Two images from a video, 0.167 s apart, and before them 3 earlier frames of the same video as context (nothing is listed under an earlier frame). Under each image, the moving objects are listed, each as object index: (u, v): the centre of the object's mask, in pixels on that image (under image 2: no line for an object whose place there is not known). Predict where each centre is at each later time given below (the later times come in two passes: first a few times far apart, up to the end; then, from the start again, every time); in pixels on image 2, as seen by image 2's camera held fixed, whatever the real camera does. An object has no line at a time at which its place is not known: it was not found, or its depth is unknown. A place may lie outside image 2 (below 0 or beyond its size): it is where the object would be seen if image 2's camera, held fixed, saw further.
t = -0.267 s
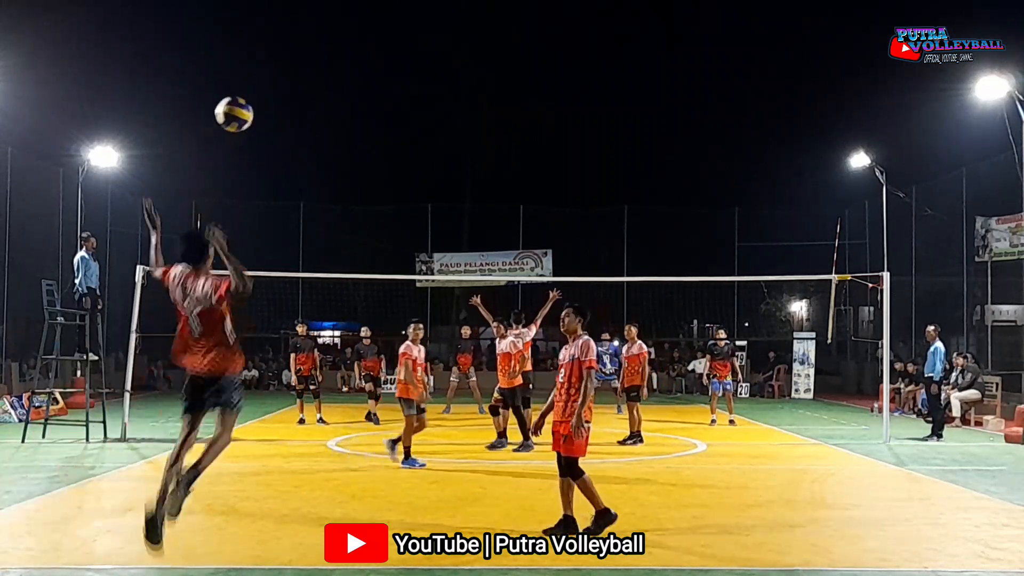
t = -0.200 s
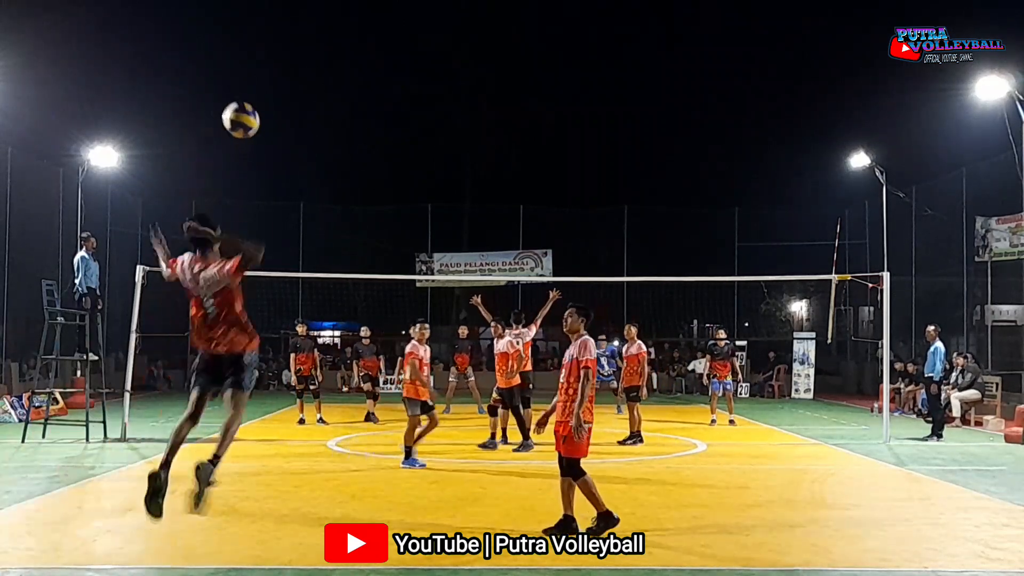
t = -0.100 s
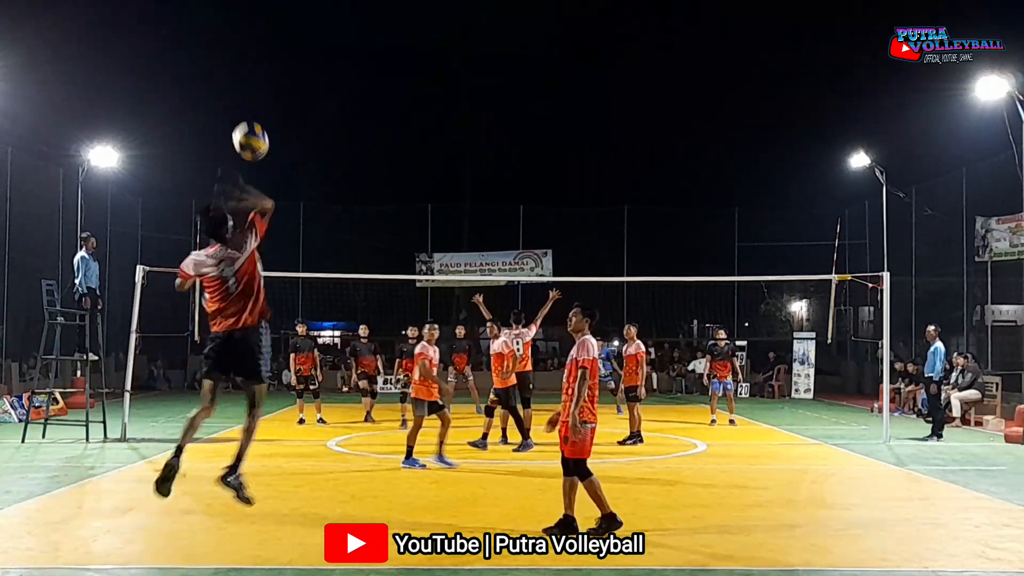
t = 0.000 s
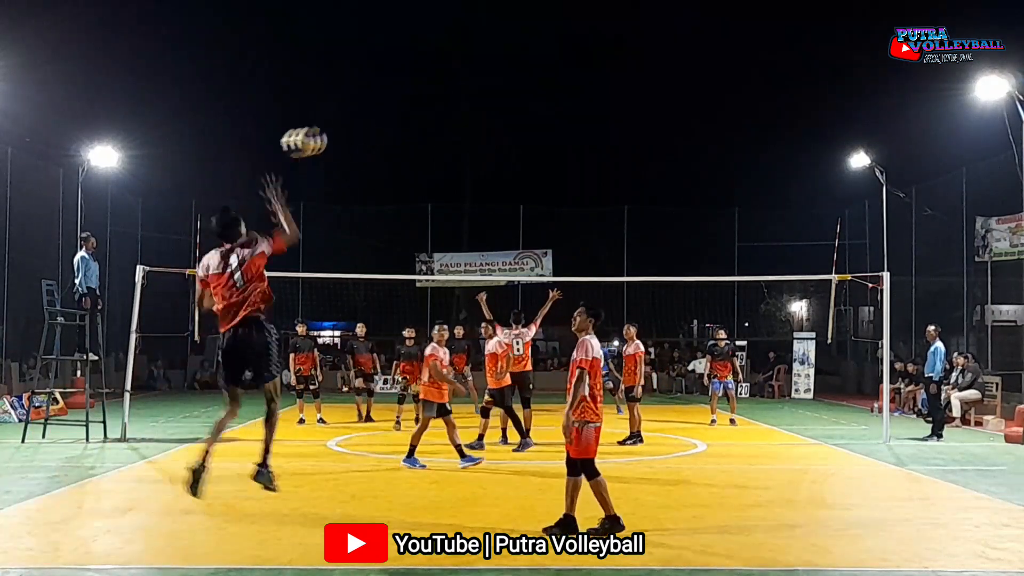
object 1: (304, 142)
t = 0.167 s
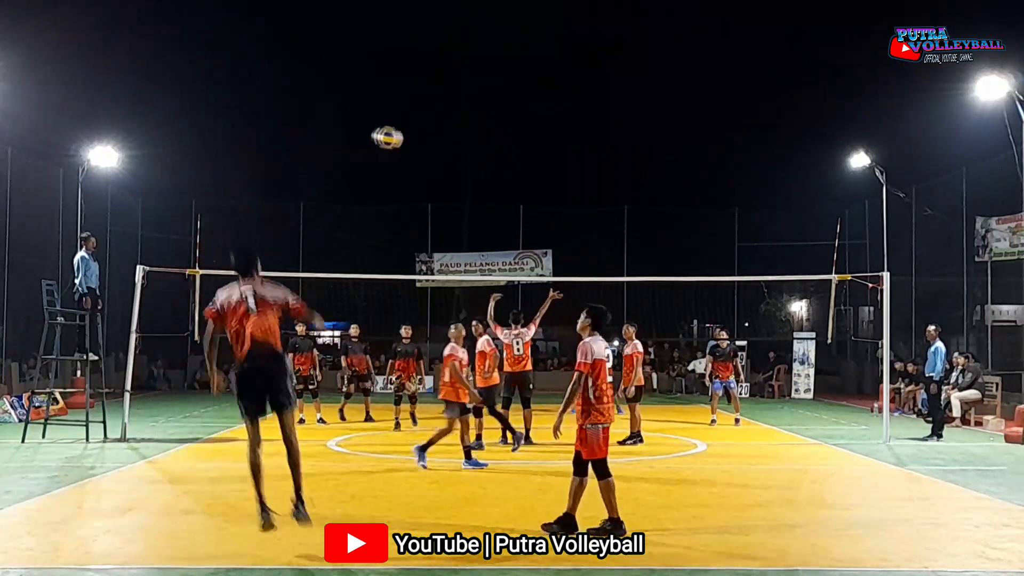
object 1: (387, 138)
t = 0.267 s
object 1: (418, 145)
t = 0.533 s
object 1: (472, 178)
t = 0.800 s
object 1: (505, 222)
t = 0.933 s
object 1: (515, 250)
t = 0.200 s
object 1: (398, 140)
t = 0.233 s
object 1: (408, 142)
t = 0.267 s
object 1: (418, 145)
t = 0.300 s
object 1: (426, 149)
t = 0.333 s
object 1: (434, 152)
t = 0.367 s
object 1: (442, 156)
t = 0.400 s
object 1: (449, 160)
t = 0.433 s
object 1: (455, 164)
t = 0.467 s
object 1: (461, 169)
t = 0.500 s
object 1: (467, 173)
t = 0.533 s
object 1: (472, 178)
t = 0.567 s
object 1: (477, 183)
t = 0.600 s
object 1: (482, 188)
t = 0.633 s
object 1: (486, 193)
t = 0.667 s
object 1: (490, 198)
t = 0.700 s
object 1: (494, 204)
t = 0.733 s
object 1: (498, 209)
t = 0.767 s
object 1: (501, 216)
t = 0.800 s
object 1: (505, 222)
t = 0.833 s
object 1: (508, 229)
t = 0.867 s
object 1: (510, 236)
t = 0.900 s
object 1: (513, 244)
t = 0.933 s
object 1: (515, 250)
